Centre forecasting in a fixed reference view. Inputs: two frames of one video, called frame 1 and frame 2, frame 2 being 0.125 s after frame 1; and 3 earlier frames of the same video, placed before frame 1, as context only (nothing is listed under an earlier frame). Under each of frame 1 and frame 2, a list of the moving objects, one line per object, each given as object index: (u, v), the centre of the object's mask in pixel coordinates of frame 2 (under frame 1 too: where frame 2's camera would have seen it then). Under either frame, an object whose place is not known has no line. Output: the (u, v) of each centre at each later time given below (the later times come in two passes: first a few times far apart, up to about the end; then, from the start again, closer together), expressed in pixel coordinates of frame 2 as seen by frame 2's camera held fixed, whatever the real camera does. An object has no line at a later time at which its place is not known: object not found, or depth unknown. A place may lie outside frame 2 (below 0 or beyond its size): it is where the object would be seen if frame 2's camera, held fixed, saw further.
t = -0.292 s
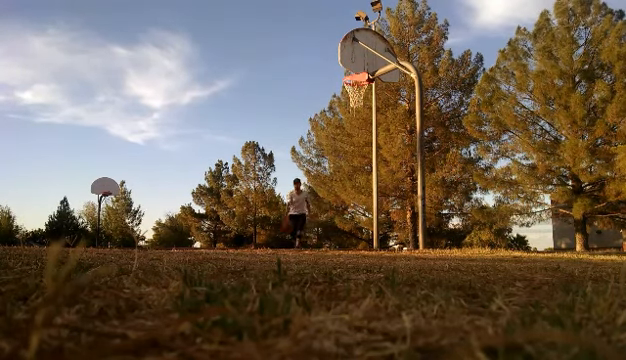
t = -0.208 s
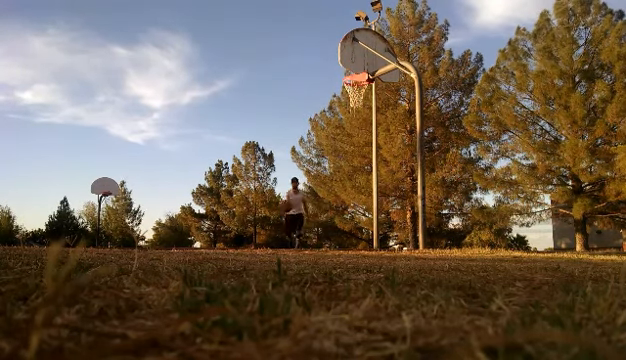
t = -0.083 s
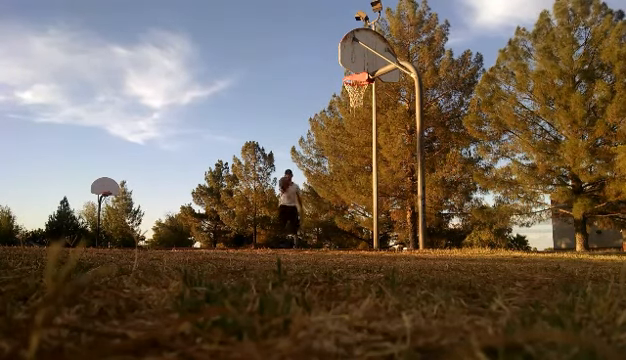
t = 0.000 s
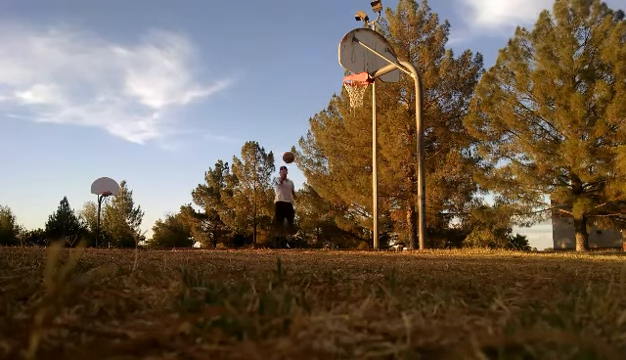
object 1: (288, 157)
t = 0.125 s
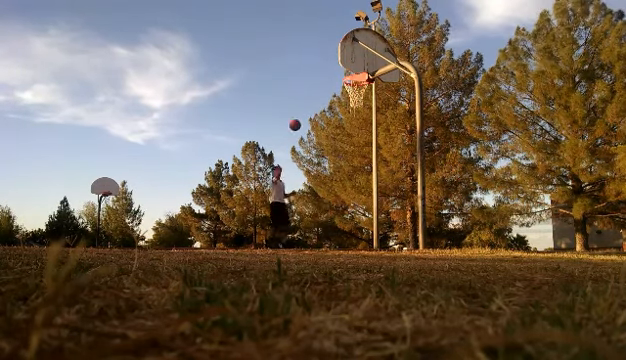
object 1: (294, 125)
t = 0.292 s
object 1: (302, 92)
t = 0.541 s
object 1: (316, 67)
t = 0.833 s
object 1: (333, 77)
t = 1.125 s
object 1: (354, 136)
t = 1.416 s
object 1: (373, 237)
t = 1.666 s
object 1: (381, 164)
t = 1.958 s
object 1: (389, 127)
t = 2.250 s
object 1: (398, 140)
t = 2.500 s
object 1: (407, 195)
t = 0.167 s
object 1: (296, 114)
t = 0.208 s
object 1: (299, 107)
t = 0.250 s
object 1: (301, 99)
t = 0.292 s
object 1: (302, 92)
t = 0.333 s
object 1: (305, 86)
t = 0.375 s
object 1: (307, 80)
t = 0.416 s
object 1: (309, 76)
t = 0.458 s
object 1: (311, 72)
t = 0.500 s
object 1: (313, 69)
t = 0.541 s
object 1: (316, 67)
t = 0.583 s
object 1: (318, 66)
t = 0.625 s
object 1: (321, 65)
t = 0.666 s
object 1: (324, 66)
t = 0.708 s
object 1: (325, 67)
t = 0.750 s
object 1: (328, 70)
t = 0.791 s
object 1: (331, 73)
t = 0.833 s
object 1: (333, 77)
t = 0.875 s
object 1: (336, 82)
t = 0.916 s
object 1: (338, 89)
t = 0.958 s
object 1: (341, 96)
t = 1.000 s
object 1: (344, 104)
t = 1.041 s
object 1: (348, 114)
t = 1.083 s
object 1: (350, 124)
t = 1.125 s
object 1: (354, 136)
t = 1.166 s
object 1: (357, 150)
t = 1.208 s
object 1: (360, 165)
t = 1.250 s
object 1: (364, 179)
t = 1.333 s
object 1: (369, 215)
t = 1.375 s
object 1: (371, 235)
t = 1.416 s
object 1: (373, 237)
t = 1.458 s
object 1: (373, 222)
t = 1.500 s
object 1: (376, 208)
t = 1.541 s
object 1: (376, 196)
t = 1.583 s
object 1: (379, 184)
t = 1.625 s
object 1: (380, 174)
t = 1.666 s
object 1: (381, 164)
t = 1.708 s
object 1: (382, 156)
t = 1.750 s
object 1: (383, 149)
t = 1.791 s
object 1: (385, 143)
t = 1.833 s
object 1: (385, 135)
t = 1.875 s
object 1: (386, 132)
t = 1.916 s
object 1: (387, 130)
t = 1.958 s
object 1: (389, 127)
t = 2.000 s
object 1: (390, 126)
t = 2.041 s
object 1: (391, 126)
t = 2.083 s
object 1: (393, 126)
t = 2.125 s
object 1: (394, 128)
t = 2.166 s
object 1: (395, 131)
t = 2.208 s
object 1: (396, 134)
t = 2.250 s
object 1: (398, 140)
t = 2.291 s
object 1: (401, 146)
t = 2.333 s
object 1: (402, 152)
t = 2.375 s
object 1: (404, 161)
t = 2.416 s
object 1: (406, 169)
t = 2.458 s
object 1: (407, 181)
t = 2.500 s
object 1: (407, 195)
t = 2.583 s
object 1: (410, 217)
